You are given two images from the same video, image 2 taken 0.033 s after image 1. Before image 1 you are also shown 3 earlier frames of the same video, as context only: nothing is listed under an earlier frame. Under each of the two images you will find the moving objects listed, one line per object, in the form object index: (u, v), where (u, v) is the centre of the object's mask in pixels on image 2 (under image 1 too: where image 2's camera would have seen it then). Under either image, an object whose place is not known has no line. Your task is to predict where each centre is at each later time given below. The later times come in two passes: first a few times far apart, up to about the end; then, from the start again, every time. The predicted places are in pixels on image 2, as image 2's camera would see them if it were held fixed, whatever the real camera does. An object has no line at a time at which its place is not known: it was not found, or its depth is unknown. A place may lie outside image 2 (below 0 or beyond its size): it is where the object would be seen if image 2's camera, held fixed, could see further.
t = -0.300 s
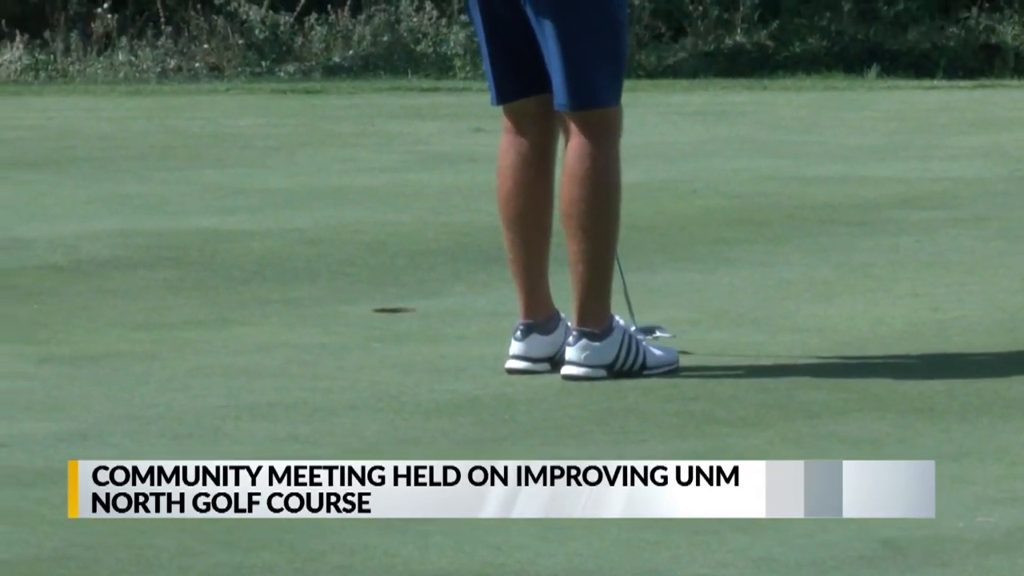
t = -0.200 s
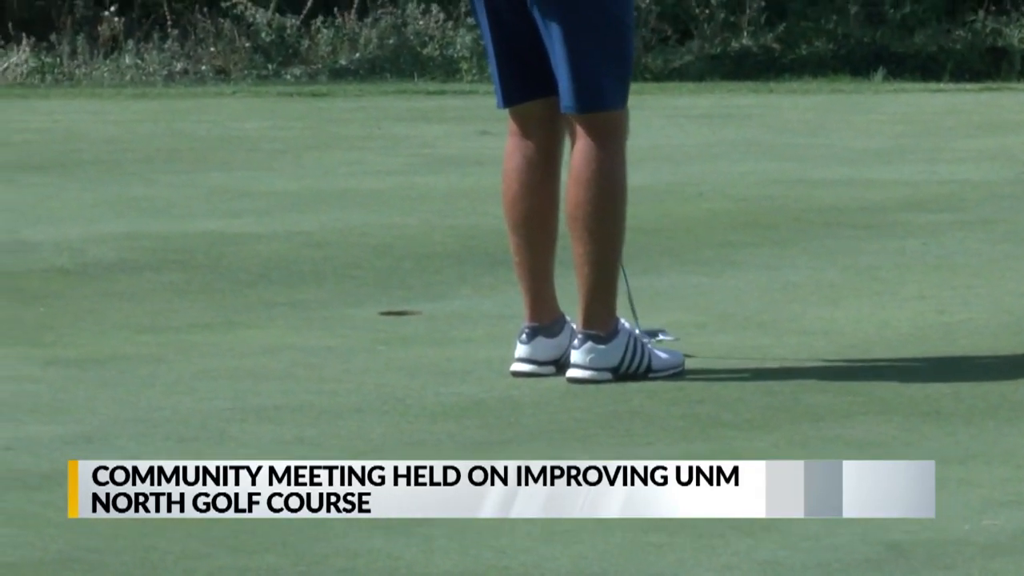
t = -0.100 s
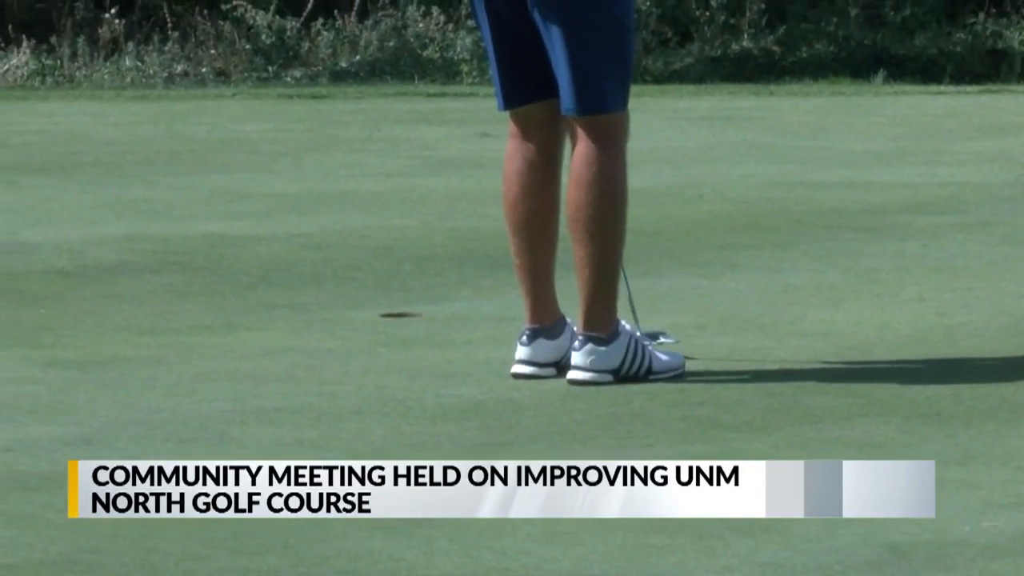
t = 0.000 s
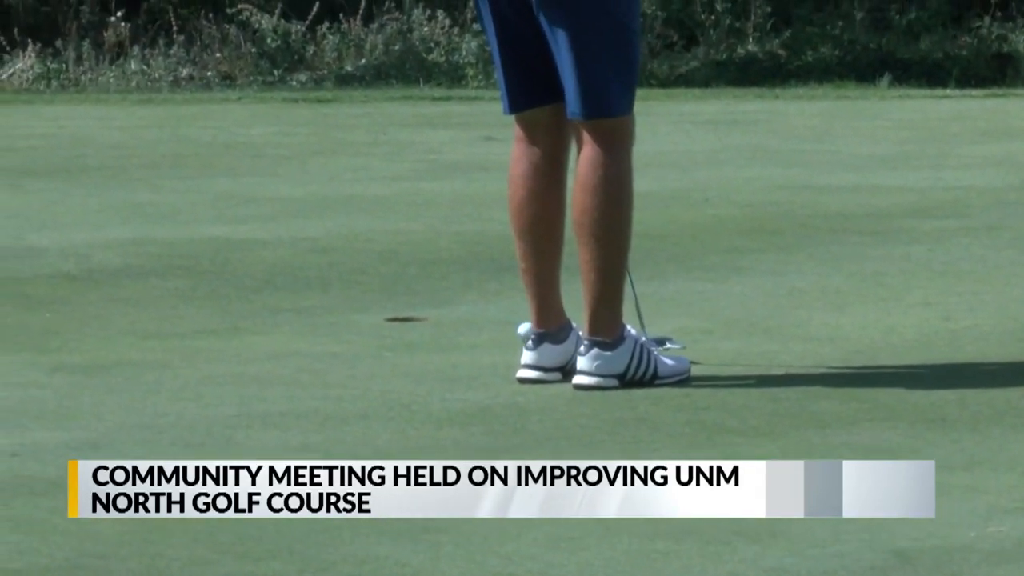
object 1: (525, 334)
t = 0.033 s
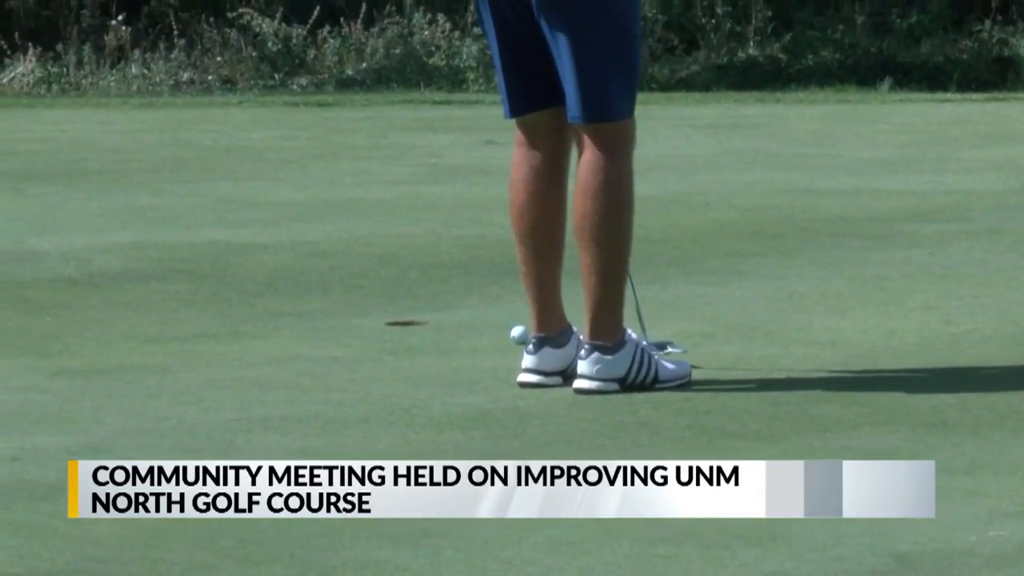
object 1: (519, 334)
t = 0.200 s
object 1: (483, 328)
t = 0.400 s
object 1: (445, 322)
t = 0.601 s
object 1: (413, 316)
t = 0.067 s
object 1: (512, 333)
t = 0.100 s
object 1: (504, 332)
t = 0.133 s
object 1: (497, 331)
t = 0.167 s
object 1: (490, 330)
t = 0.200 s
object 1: (483, 328)
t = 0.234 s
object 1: (476, 328)
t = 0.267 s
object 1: (470, 326)
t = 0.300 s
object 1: (464, 325)
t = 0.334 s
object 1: (458, 324)
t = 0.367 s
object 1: (451, 323)
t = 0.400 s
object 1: (445, 322)
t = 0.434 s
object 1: (440, 321)
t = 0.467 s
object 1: (434, 320)
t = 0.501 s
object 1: (428, 319)
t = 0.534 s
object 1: (423, 317)
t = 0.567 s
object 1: (418, 317)
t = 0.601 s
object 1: (413, 316)
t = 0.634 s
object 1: (408, 320)
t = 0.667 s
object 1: (403, 324)
